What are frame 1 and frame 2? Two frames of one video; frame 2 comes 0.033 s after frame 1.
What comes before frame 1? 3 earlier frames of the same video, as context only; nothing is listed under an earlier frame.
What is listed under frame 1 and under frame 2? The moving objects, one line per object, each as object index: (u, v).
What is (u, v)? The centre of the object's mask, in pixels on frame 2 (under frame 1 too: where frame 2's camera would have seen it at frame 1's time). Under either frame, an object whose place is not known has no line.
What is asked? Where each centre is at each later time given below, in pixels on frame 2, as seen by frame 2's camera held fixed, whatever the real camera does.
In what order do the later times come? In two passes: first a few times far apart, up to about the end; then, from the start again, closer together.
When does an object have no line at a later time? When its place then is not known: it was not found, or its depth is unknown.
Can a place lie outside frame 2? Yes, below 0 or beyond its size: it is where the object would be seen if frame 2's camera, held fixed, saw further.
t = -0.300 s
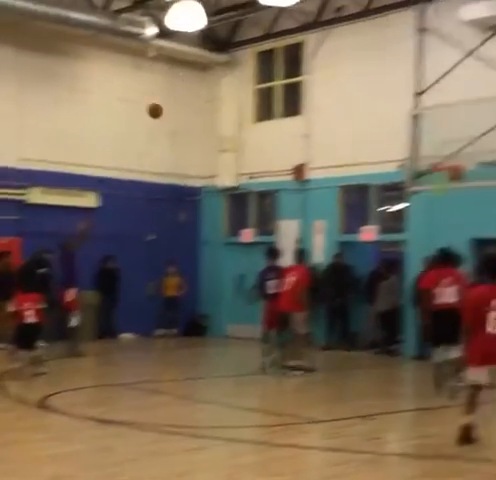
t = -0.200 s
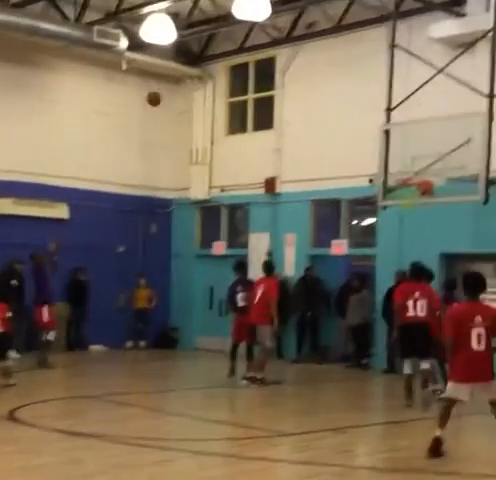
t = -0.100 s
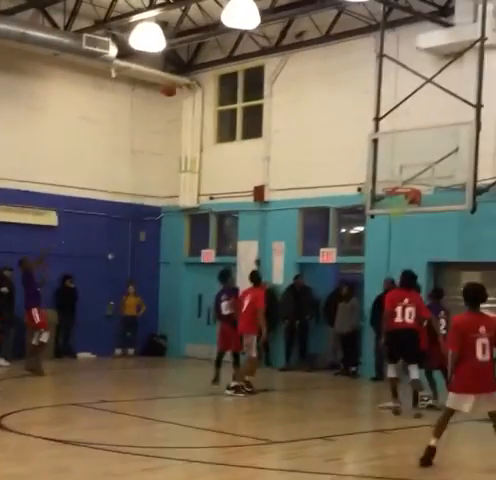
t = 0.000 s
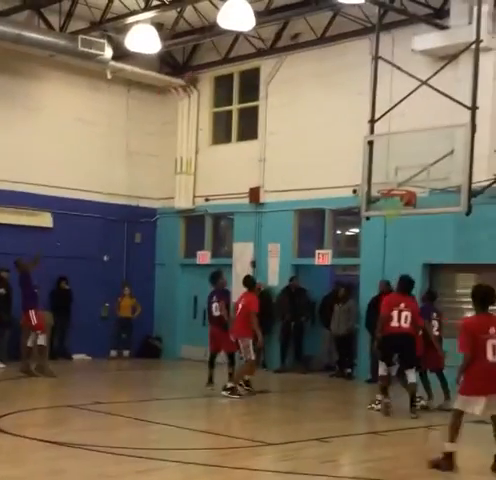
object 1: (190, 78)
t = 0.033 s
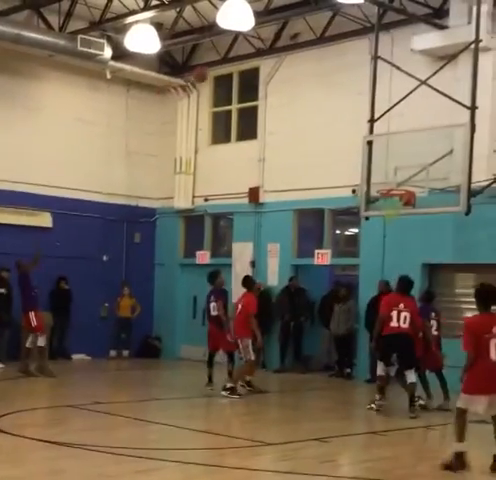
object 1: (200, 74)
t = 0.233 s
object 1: (250, 73)
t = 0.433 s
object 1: (310, 100)
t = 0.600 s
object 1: (356, 142)
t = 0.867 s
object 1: (409, 207)
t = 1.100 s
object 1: (419, 239)
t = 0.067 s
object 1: (209, 72)
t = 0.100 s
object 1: (217, 71)
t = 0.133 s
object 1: (226, 70)
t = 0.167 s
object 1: (235, 71)
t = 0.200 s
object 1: (246, 70)
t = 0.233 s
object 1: (250, 73)
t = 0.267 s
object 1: (263, 77)
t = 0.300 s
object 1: (272, 80)
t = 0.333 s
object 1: (282, 84)
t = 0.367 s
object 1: (291, 88)
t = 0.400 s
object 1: (300, 94)
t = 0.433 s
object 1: (310, 100)
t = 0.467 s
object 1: (319, 107)
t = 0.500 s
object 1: (328, 114)
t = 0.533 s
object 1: (337, 122)
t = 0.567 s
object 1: (346, 132)
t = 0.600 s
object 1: (356, 142)
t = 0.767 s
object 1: (400, 203)
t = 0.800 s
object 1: (405, 205)
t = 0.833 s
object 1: (406, 206)
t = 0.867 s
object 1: (409, 207)
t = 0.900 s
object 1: (410, 210)
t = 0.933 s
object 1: (412, 214)
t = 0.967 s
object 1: (414, 217)
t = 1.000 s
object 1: (415, 221)
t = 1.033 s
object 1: (416, 227)
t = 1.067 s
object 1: (418, 233)
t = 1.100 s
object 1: (419, 239)
